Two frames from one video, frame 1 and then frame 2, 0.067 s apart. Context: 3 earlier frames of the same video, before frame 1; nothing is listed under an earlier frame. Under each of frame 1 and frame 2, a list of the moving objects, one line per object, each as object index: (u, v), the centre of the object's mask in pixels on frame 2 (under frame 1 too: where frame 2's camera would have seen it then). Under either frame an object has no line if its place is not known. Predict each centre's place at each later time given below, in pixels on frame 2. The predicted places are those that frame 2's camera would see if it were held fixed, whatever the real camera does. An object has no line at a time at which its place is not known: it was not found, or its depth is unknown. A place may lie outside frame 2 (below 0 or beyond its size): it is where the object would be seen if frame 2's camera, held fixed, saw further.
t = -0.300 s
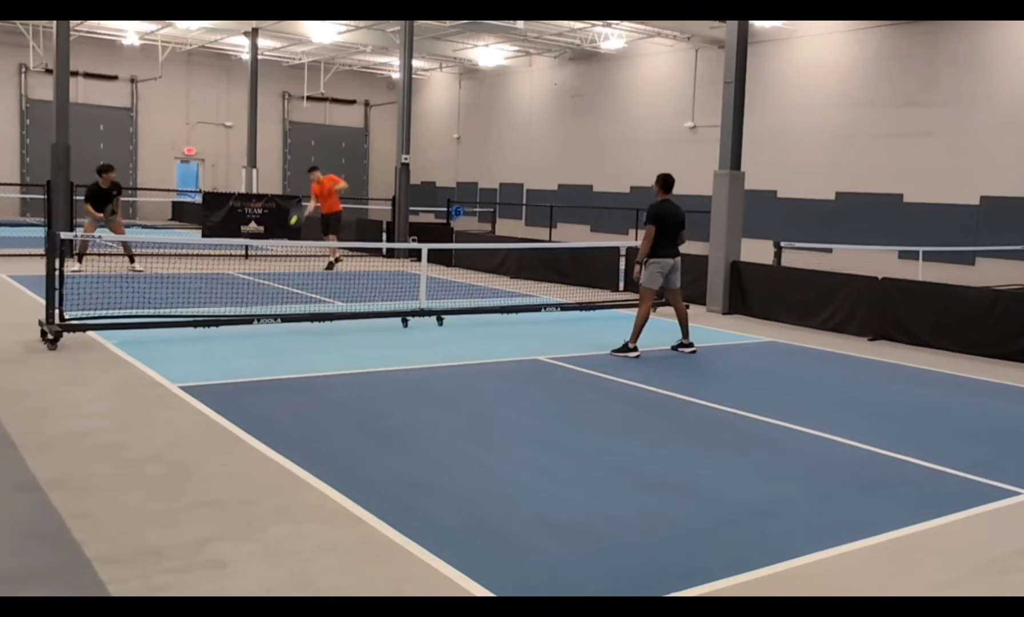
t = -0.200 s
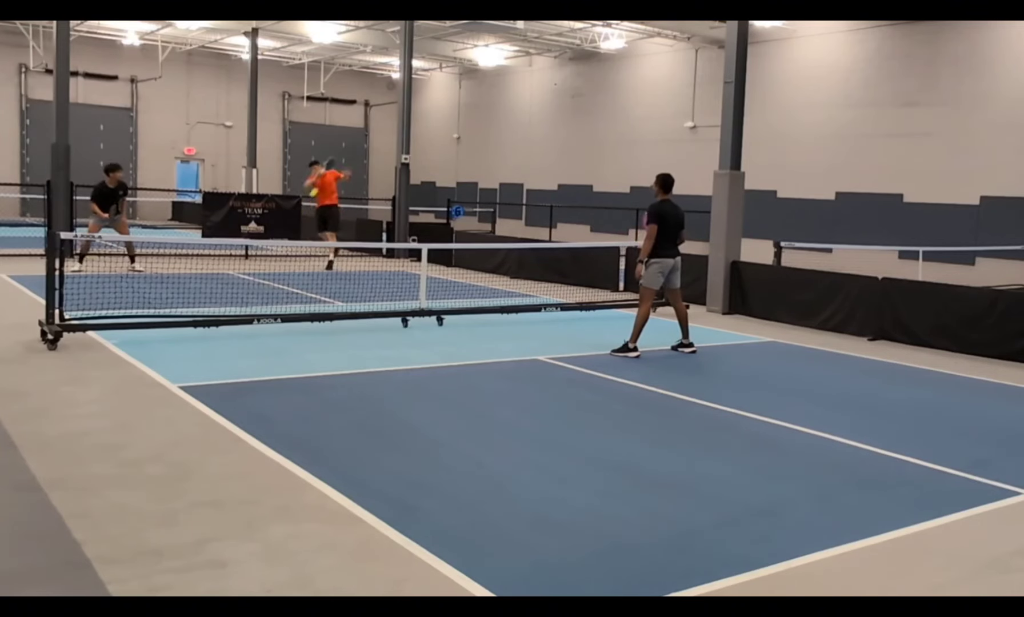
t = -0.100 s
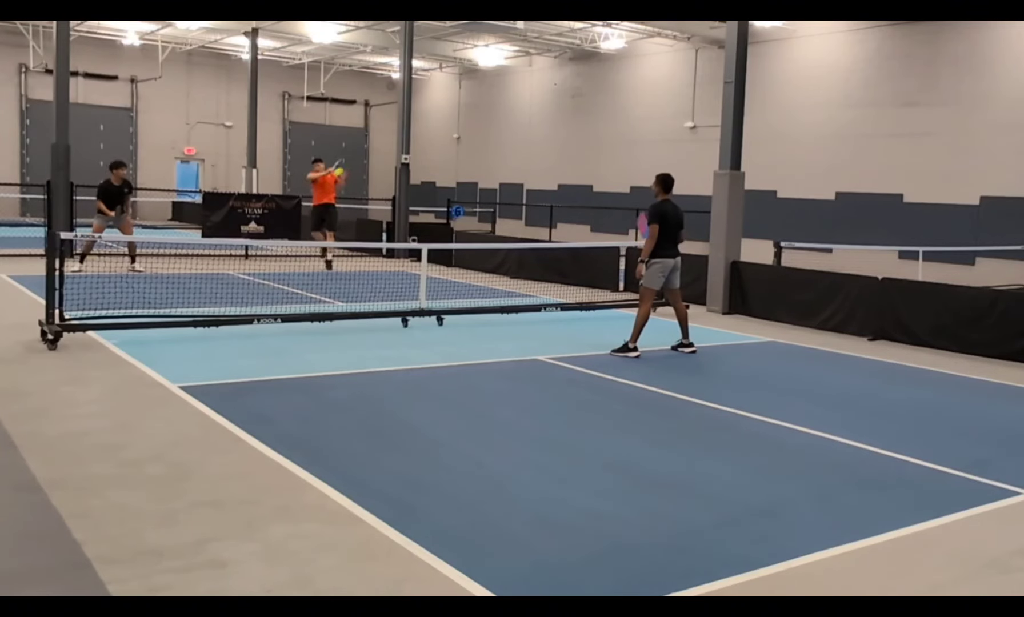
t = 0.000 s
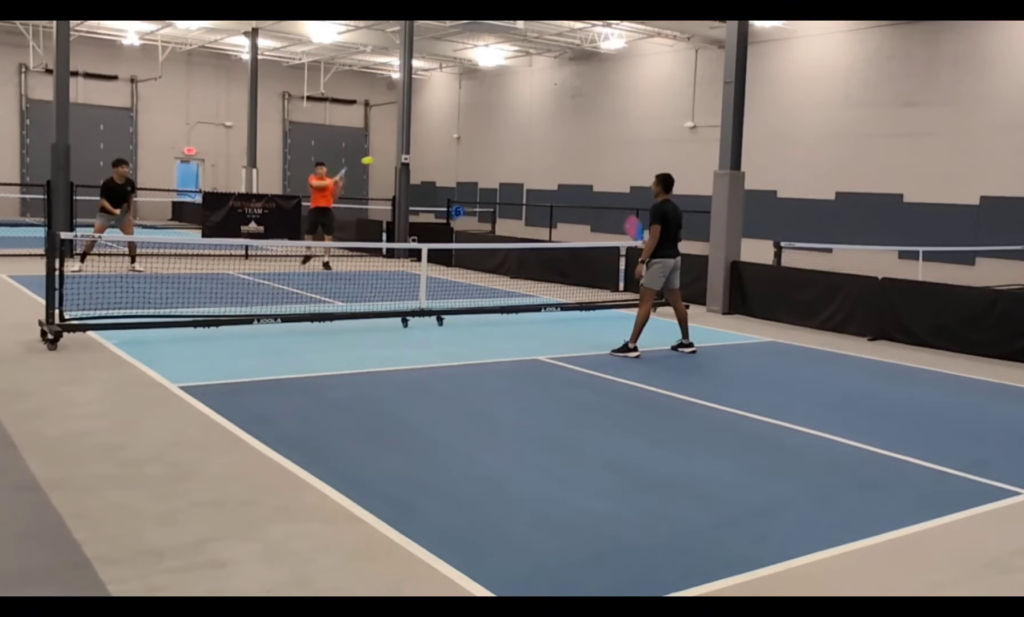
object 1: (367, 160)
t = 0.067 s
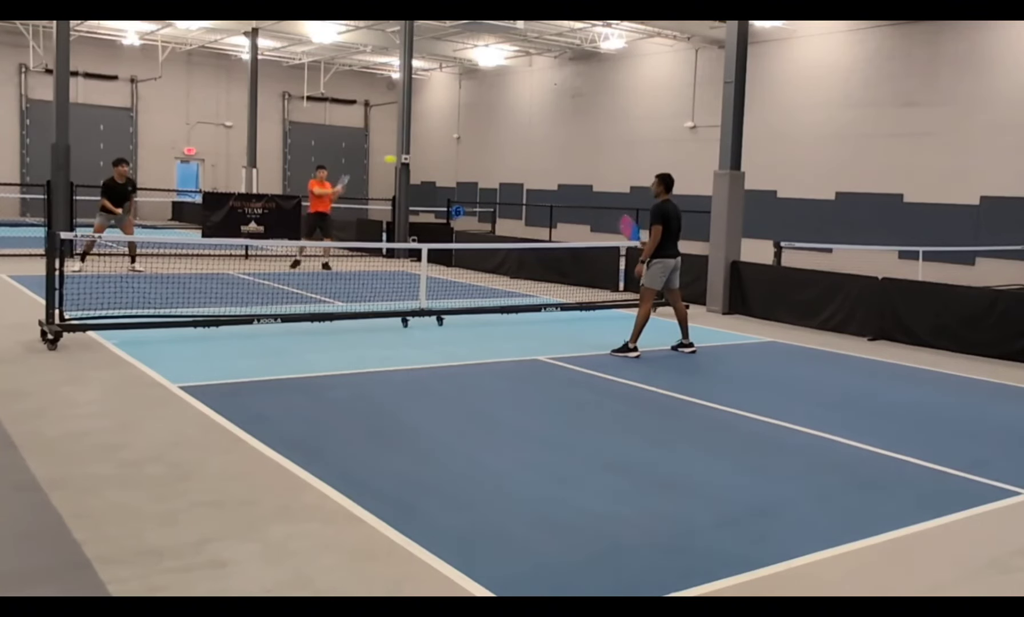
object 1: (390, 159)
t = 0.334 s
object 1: (528, 240)
